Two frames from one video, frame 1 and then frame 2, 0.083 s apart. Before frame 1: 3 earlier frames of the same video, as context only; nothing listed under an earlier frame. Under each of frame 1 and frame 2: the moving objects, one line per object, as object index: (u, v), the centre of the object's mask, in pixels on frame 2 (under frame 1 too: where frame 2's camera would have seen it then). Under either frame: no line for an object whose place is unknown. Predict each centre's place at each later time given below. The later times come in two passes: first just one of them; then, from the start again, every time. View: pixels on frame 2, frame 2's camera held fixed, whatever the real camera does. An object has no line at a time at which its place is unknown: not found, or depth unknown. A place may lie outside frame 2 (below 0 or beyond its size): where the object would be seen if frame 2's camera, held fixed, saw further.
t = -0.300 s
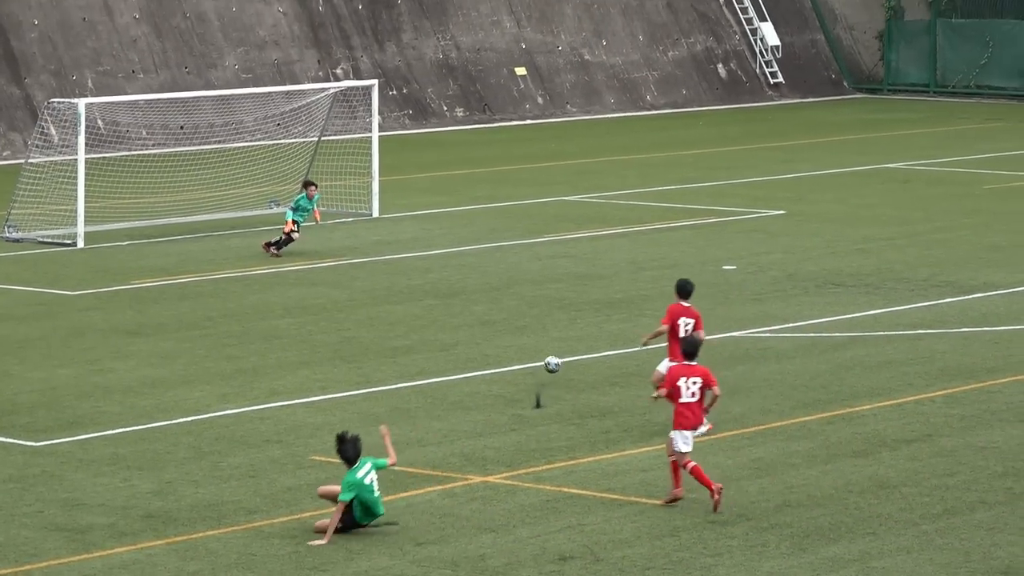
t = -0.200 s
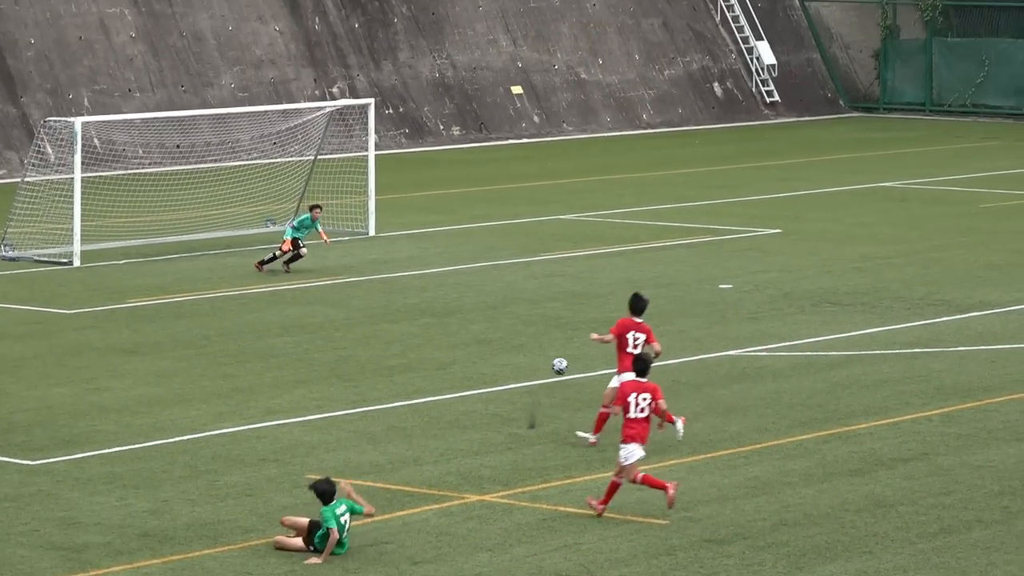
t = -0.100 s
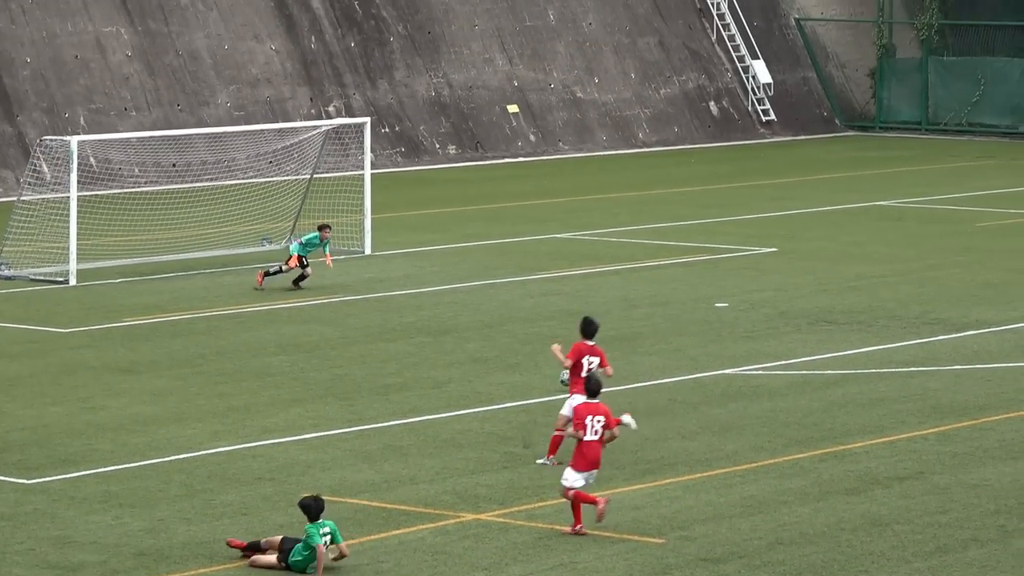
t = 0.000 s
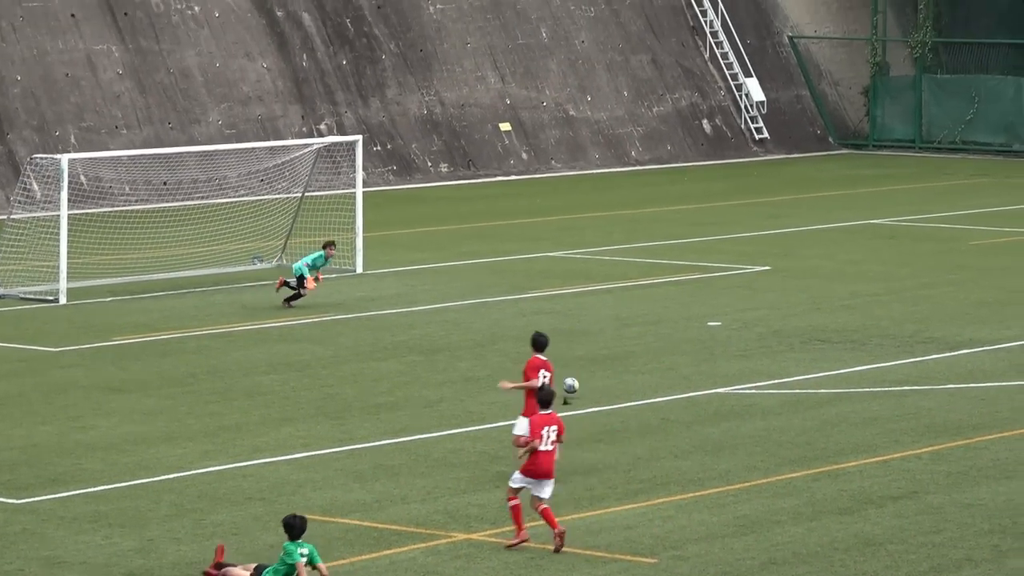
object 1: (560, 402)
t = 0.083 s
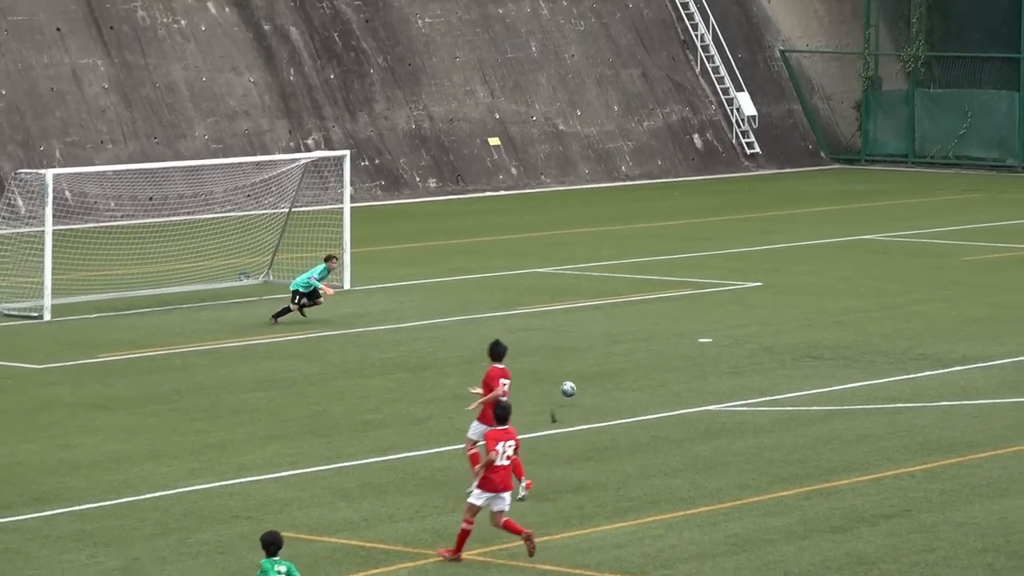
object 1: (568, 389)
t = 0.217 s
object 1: (581, 381)
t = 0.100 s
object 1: (570, 387)
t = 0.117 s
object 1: (571, 385)
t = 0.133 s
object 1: (573, 384)
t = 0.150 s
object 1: (575, 383)
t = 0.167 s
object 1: (576, 382)
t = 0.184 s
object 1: (578, 381)
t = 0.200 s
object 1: (579, 381)
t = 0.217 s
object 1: (581, 381)
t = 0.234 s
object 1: (583, 381)
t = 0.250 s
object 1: (584, 382)
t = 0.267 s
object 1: (586, 380)
